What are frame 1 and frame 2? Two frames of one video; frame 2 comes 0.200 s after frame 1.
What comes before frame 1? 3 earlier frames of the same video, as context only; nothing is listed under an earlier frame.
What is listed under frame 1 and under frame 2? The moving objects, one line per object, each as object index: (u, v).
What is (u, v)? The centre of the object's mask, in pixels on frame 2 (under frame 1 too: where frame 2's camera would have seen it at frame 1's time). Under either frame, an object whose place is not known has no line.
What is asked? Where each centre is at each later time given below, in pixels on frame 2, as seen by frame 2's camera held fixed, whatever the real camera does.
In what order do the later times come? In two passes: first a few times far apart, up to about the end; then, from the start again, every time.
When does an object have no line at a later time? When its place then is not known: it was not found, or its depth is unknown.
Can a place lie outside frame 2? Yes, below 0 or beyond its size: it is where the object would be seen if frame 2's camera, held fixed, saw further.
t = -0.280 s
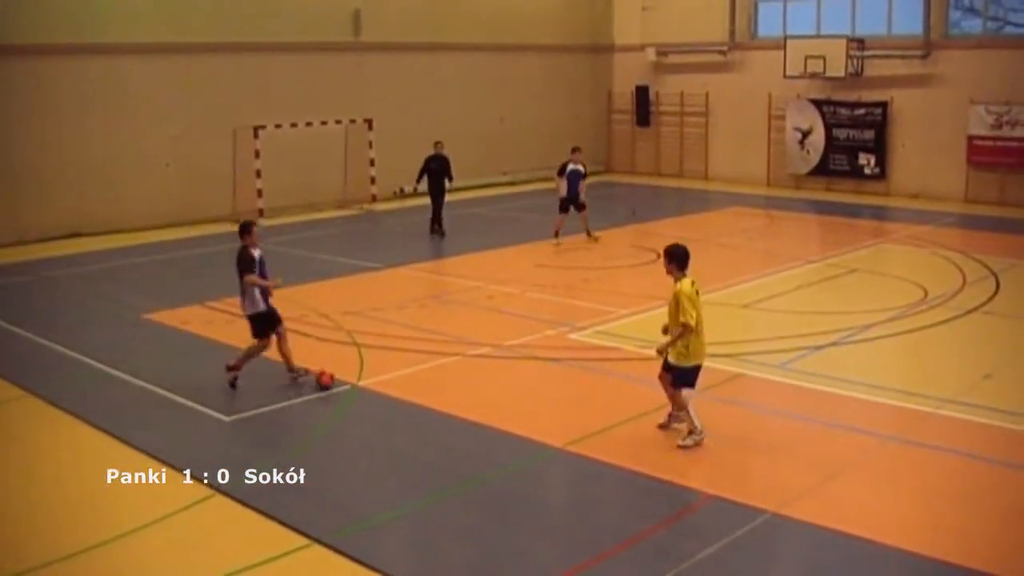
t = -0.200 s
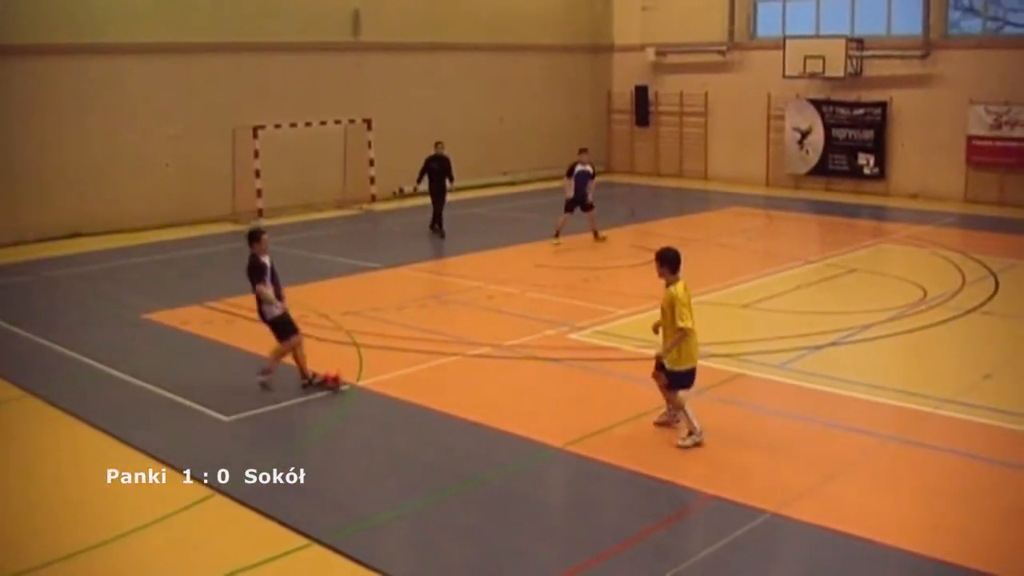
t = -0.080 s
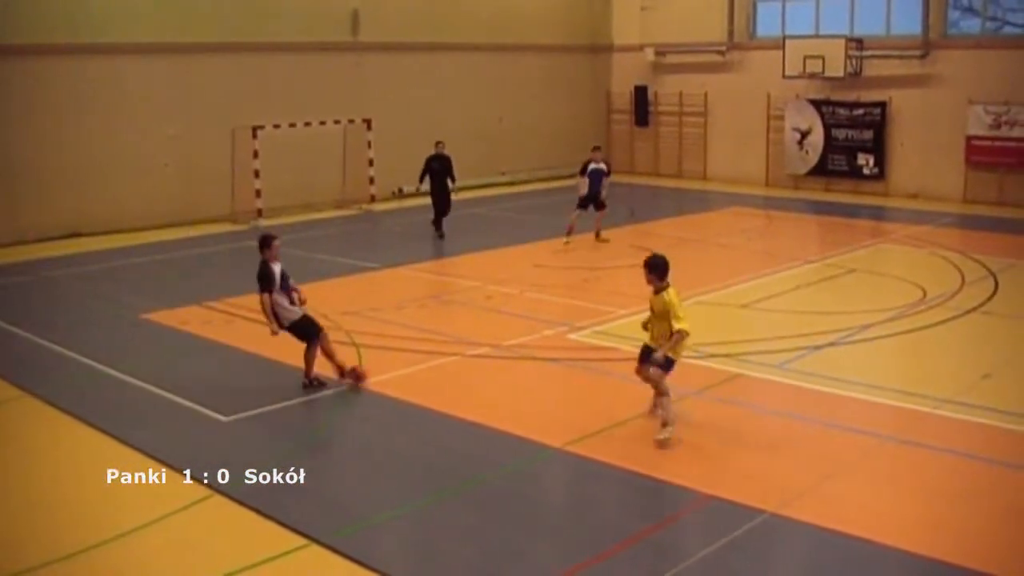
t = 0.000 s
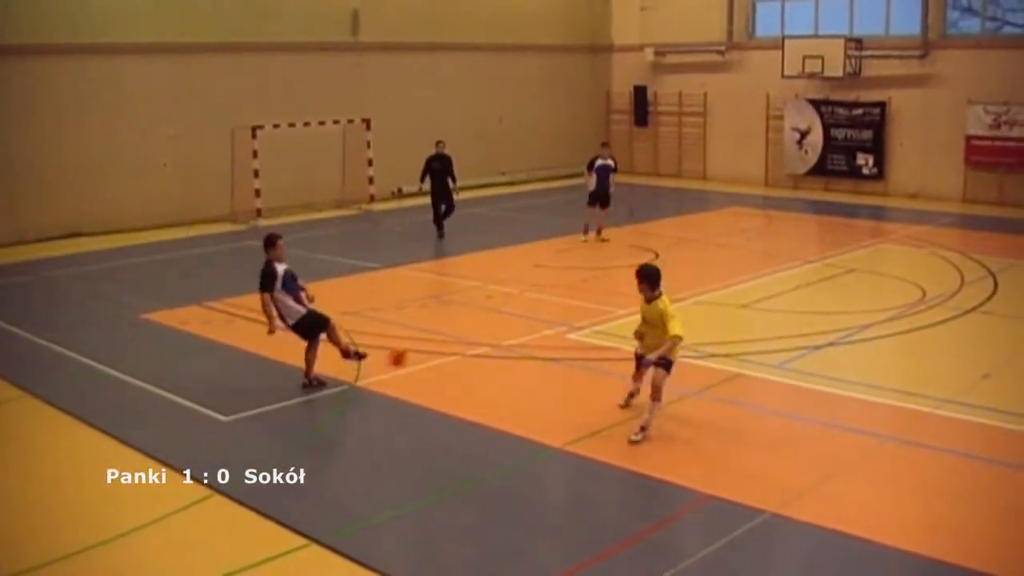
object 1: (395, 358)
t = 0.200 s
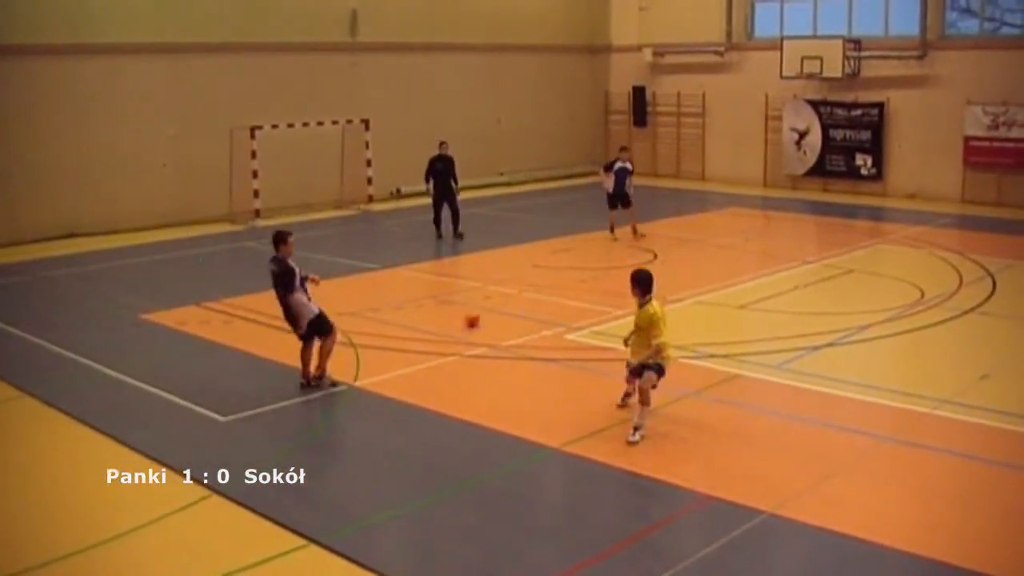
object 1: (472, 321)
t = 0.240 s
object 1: (483, 316)
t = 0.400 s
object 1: (523, 296)
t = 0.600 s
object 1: (559, 277)
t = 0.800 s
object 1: (586, 264)
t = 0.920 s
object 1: (600, 256)
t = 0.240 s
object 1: (483, 316)
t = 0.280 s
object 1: (494, 309)
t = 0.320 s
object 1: (504, 304)
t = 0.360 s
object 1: (514, 299)
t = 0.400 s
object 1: (523, 296)
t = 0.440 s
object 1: (531, 291)
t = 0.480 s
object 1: (539, 288)
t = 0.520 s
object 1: (546, 284)
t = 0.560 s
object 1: (553, 281)
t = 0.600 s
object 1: (559, 277)
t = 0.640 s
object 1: (565, 274)
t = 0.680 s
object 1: (570, 272)
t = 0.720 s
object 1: (575, 269)
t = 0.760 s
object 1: (581, 266)
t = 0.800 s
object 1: (586, 264)
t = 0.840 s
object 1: (590, 261)
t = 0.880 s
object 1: (595, 260)
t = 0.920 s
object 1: (600, 256)
